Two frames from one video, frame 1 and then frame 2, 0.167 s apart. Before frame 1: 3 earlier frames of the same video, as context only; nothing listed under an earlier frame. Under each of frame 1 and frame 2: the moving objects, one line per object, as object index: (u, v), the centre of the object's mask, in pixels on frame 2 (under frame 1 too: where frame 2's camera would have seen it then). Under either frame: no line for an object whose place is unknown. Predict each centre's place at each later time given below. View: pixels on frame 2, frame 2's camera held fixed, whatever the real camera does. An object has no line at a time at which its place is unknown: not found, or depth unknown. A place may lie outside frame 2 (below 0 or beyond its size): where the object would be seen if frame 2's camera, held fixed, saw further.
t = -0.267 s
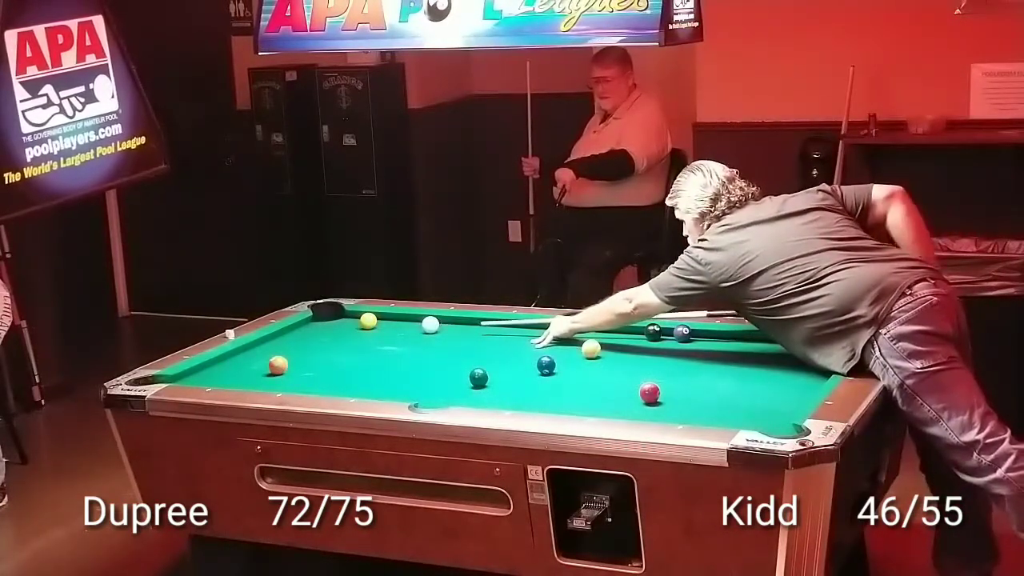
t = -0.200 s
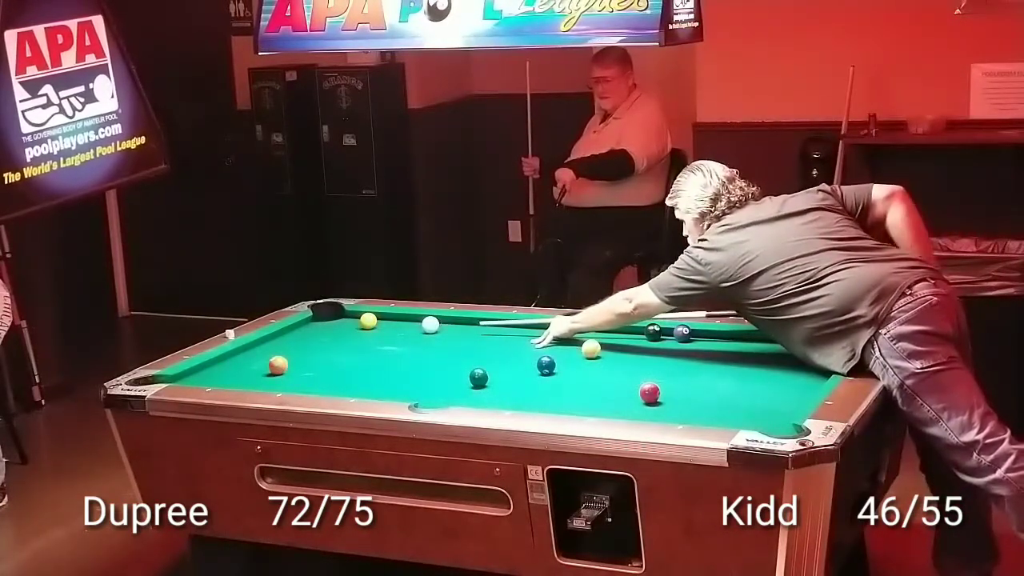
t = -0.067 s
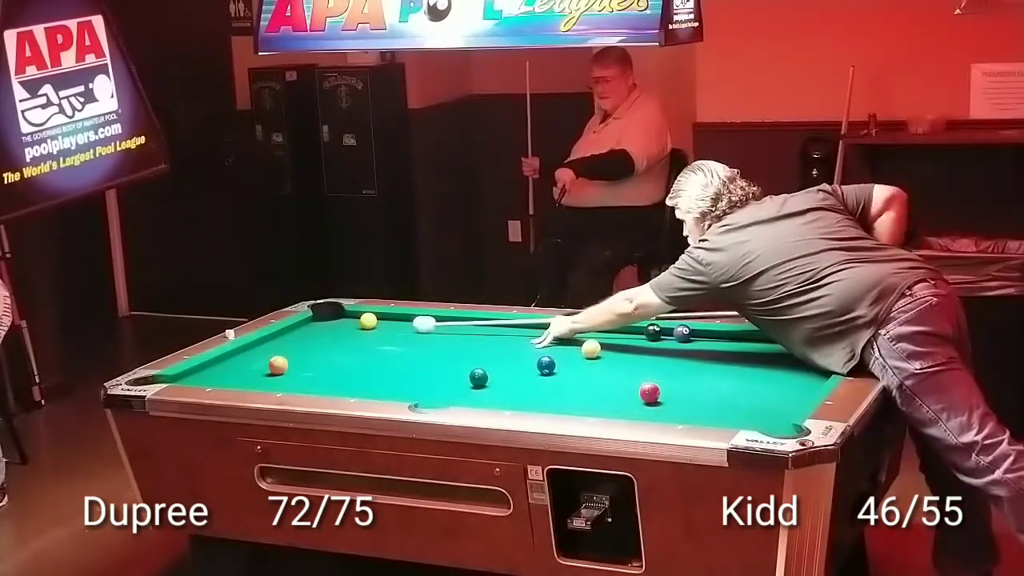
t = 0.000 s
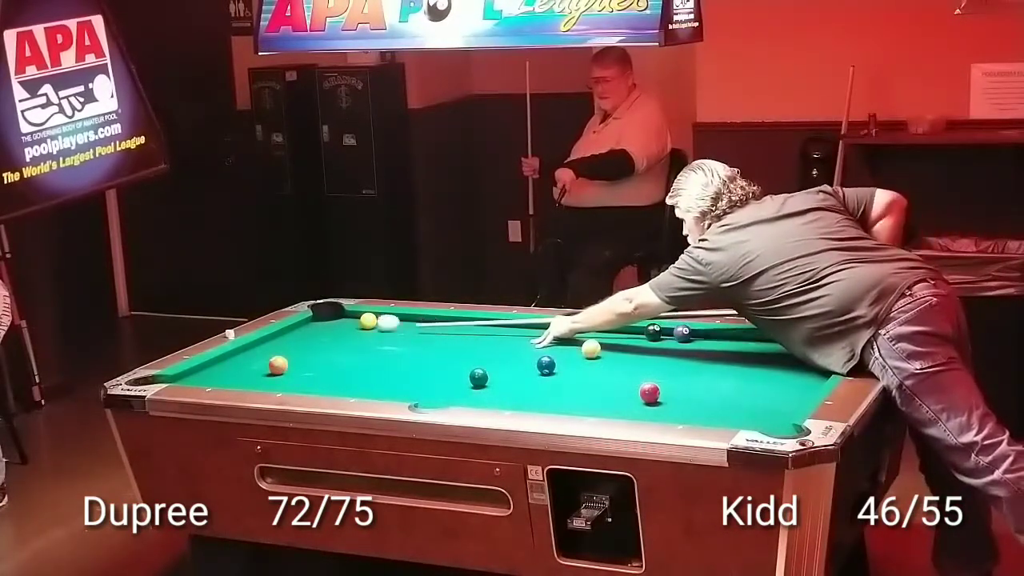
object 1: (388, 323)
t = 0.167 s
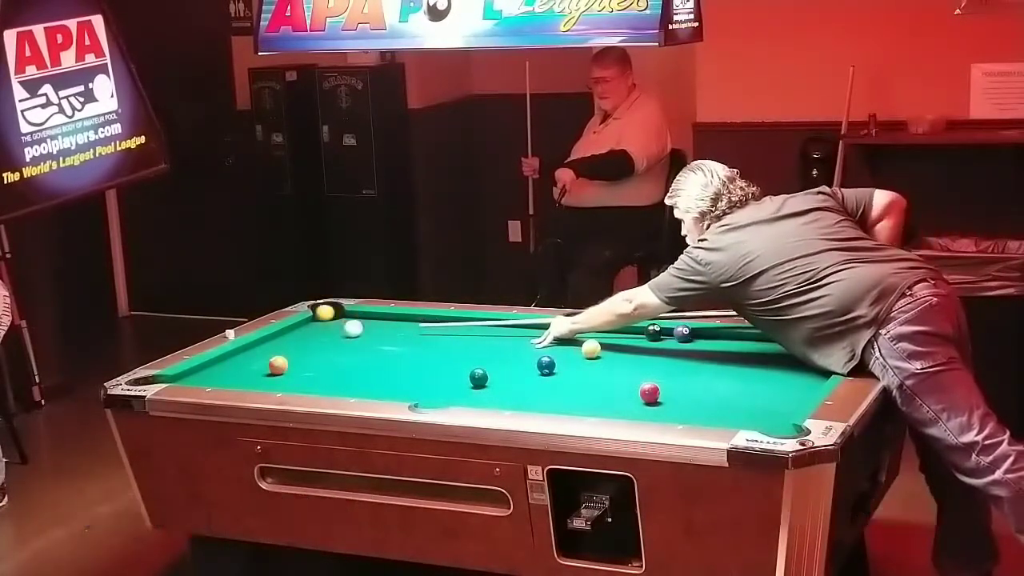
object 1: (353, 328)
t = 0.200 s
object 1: (347, 329)
